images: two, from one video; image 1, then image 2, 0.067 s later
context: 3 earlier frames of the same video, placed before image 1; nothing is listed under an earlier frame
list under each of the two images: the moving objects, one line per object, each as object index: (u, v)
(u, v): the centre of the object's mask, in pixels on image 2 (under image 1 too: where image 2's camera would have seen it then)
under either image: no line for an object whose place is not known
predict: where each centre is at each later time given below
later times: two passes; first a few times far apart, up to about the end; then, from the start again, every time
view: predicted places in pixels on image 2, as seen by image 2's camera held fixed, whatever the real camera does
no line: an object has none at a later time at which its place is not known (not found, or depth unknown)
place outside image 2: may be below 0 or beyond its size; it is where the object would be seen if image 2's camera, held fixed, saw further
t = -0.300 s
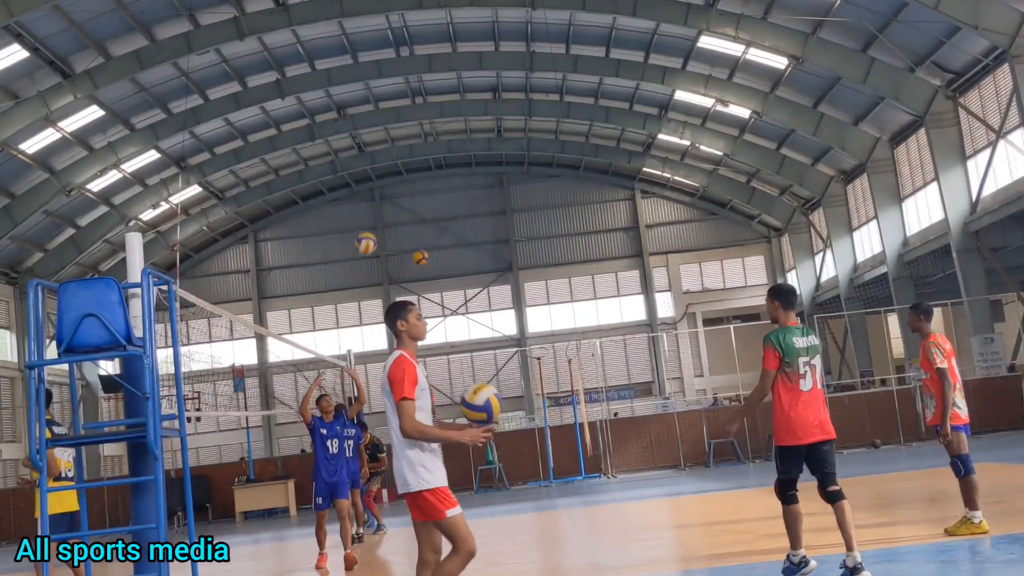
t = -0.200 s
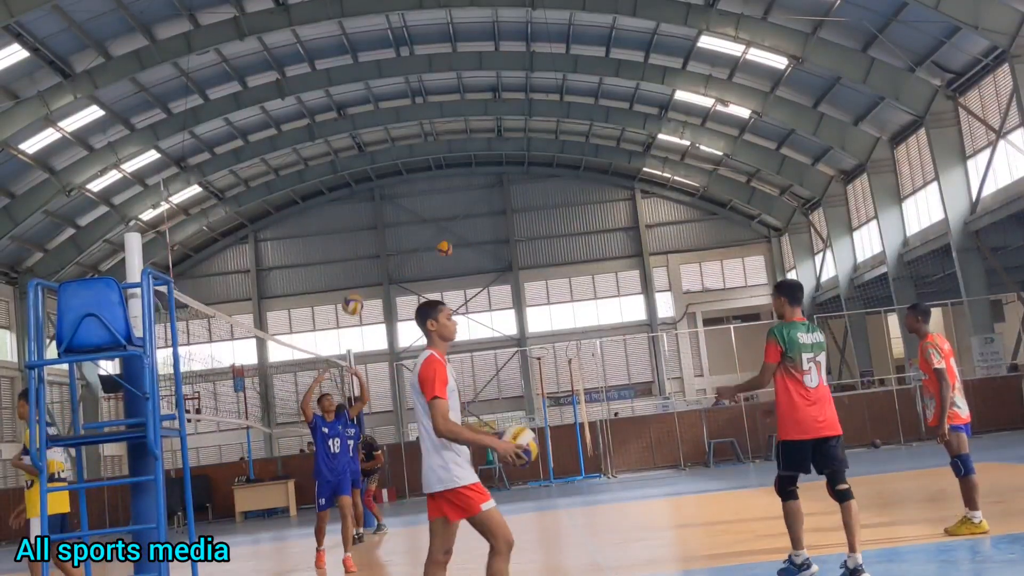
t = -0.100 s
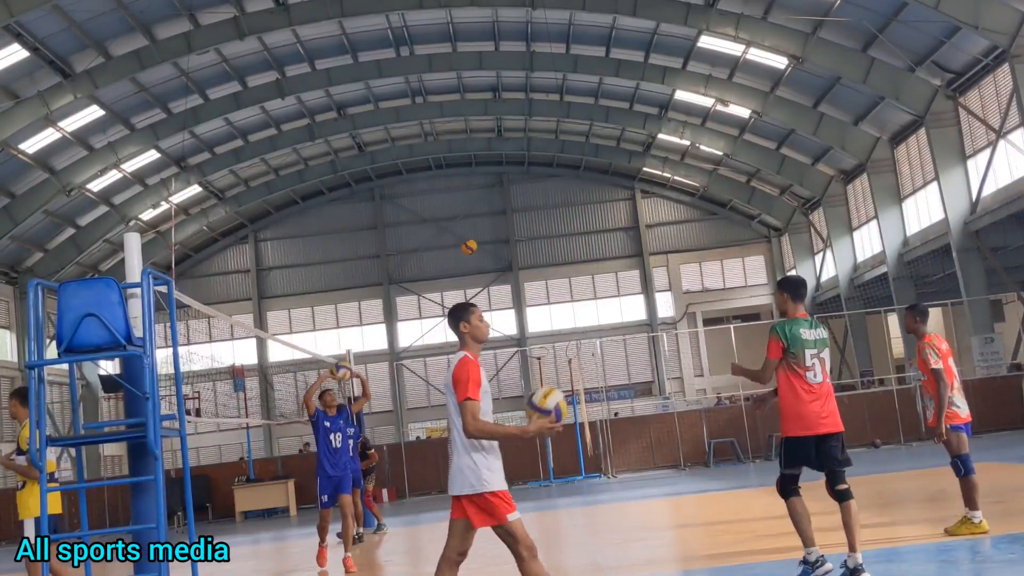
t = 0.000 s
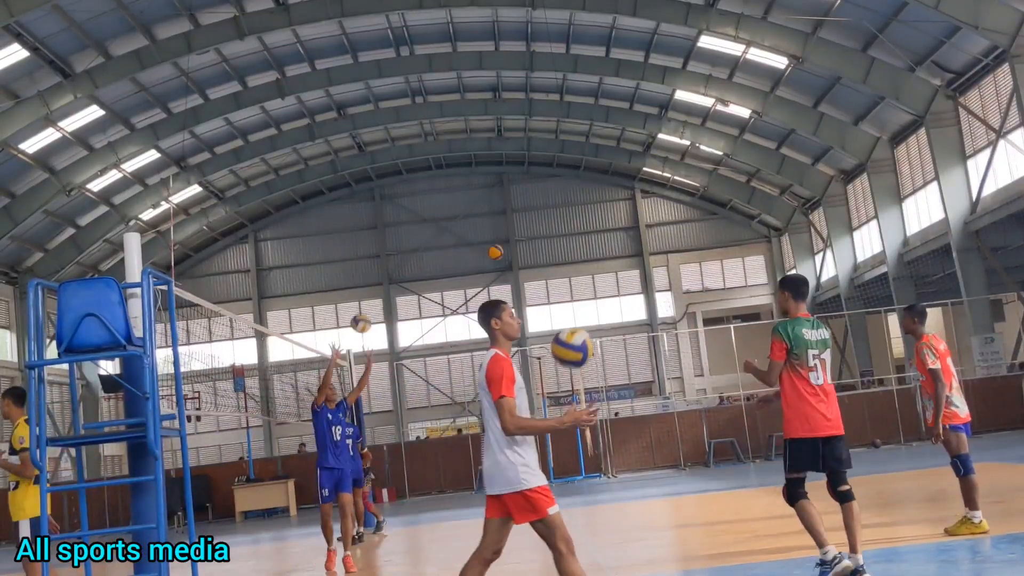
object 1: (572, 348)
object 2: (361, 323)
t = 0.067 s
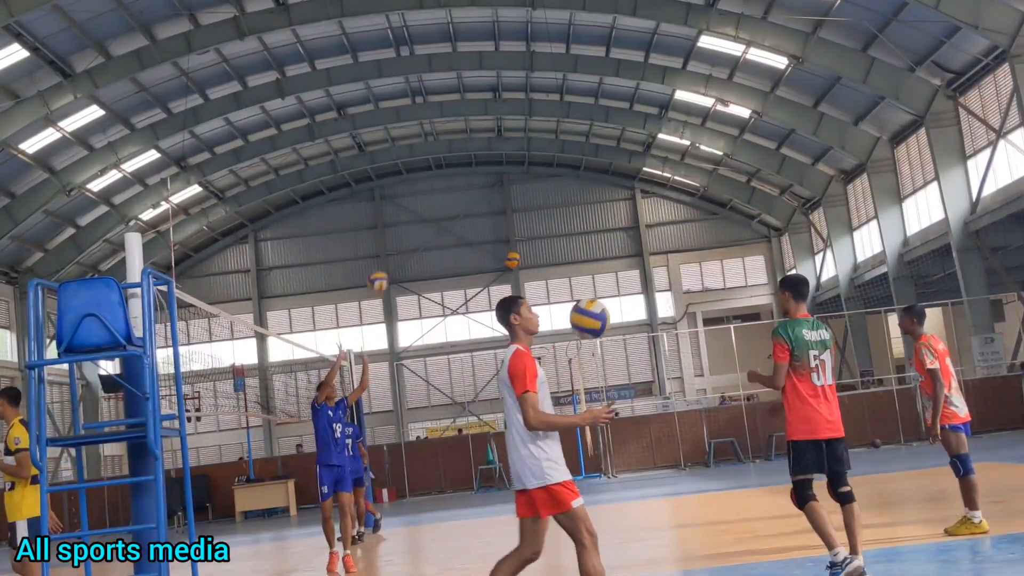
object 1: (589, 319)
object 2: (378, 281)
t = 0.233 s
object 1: (638, 281)
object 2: (423, 190)
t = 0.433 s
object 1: (708, 308)
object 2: (485, 115)
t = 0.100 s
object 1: (599, 307)
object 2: (387, 261)
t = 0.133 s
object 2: (396, 242)
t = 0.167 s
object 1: (618, 290)
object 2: (405, 224)
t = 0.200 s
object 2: (414, 206)
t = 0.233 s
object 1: (638, 281)
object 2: (423, 190)
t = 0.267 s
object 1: (650, 280)
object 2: (433, 175)
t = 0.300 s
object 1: (660, 281)
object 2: (442, 161)
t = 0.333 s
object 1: (671, 285)
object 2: (453, 148)
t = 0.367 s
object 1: (683, 290)
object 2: (463, 136)
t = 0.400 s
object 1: (695, 297)
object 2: (473, 125)
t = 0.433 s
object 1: (708, 308)
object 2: (485, 115)
